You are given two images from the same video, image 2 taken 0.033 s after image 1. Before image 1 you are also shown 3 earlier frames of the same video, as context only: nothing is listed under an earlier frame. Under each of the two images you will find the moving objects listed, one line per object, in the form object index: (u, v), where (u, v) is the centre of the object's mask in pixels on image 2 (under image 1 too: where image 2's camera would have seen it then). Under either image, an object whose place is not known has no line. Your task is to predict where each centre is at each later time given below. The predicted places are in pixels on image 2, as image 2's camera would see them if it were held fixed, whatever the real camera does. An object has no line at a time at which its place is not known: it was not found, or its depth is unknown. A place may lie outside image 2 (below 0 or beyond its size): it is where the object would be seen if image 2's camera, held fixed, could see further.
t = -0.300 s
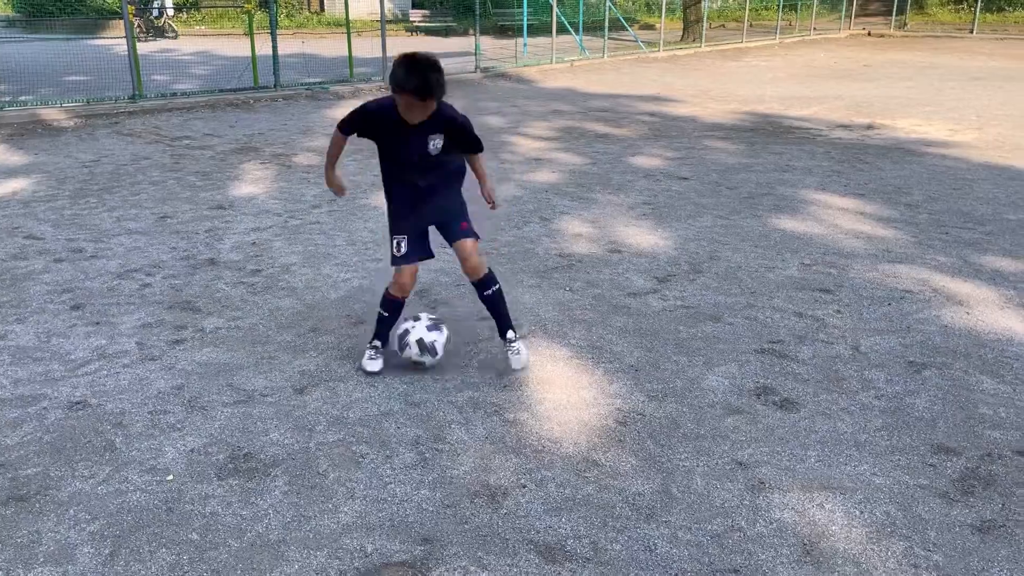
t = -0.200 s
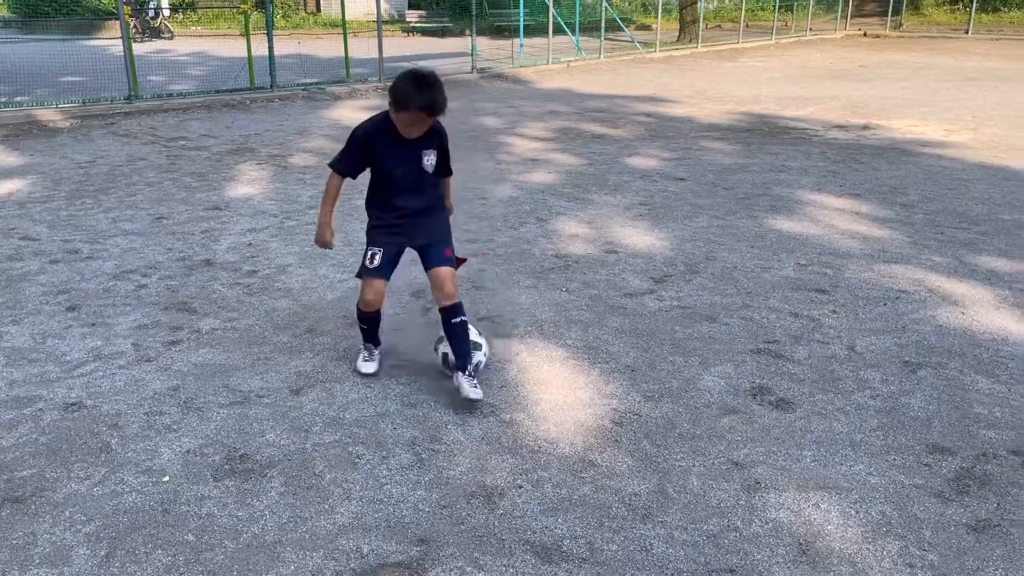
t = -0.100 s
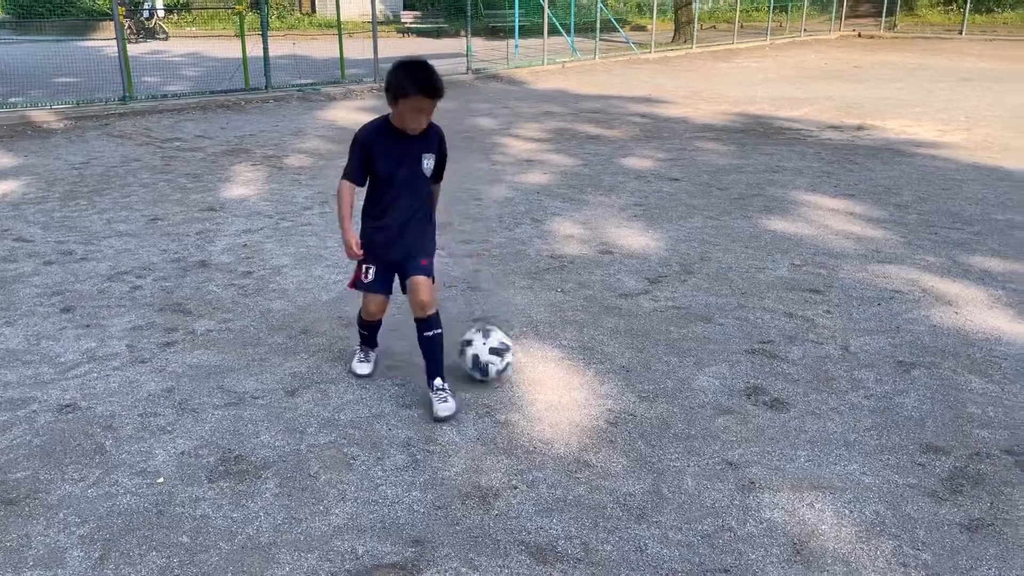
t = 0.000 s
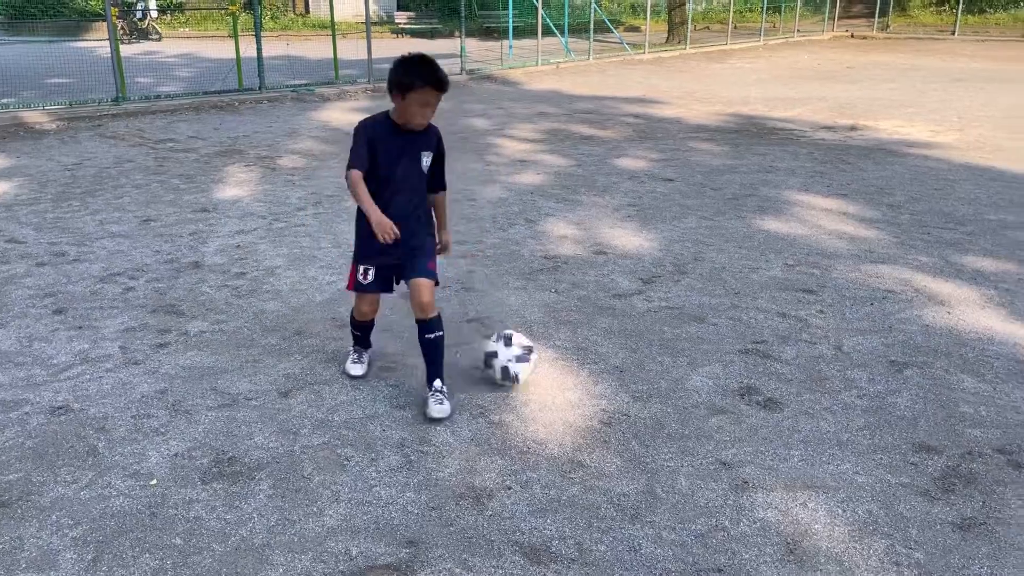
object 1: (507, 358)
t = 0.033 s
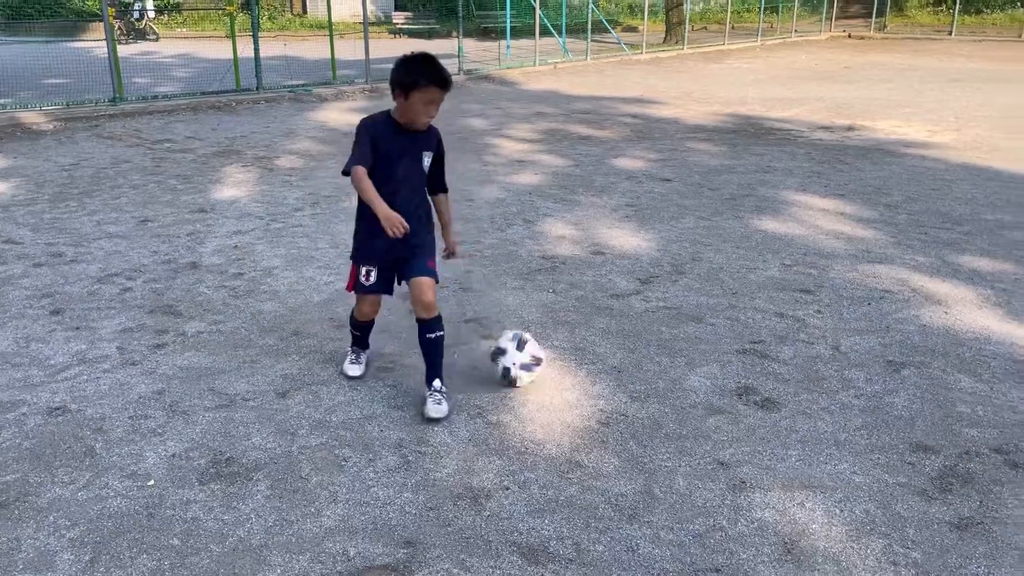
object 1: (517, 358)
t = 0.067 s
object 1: (528, 359)
